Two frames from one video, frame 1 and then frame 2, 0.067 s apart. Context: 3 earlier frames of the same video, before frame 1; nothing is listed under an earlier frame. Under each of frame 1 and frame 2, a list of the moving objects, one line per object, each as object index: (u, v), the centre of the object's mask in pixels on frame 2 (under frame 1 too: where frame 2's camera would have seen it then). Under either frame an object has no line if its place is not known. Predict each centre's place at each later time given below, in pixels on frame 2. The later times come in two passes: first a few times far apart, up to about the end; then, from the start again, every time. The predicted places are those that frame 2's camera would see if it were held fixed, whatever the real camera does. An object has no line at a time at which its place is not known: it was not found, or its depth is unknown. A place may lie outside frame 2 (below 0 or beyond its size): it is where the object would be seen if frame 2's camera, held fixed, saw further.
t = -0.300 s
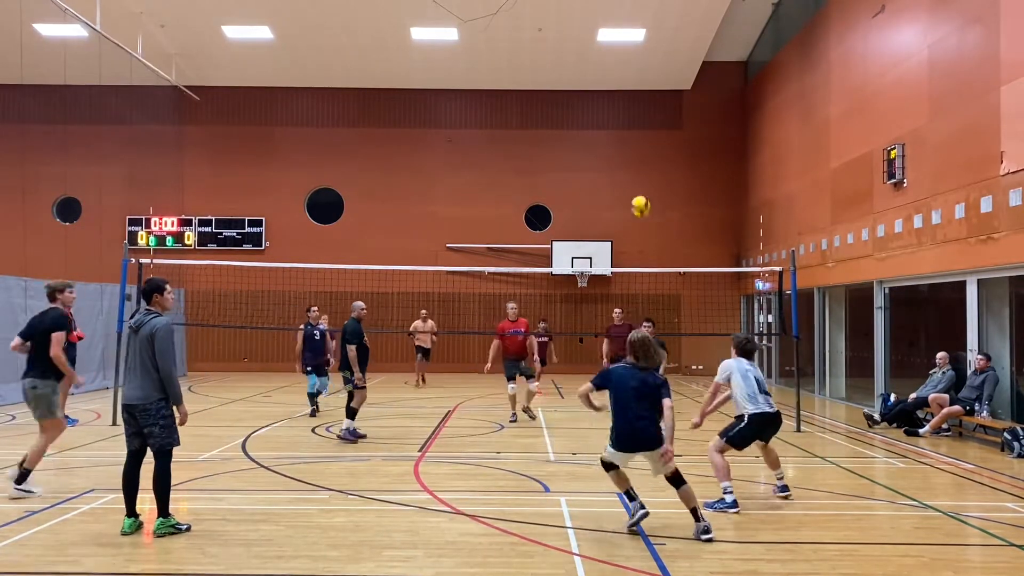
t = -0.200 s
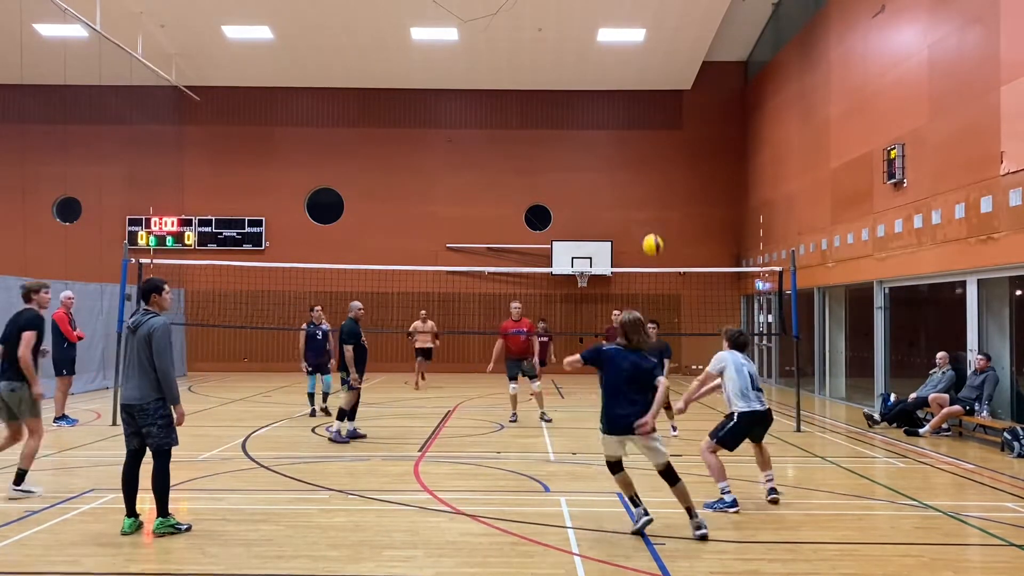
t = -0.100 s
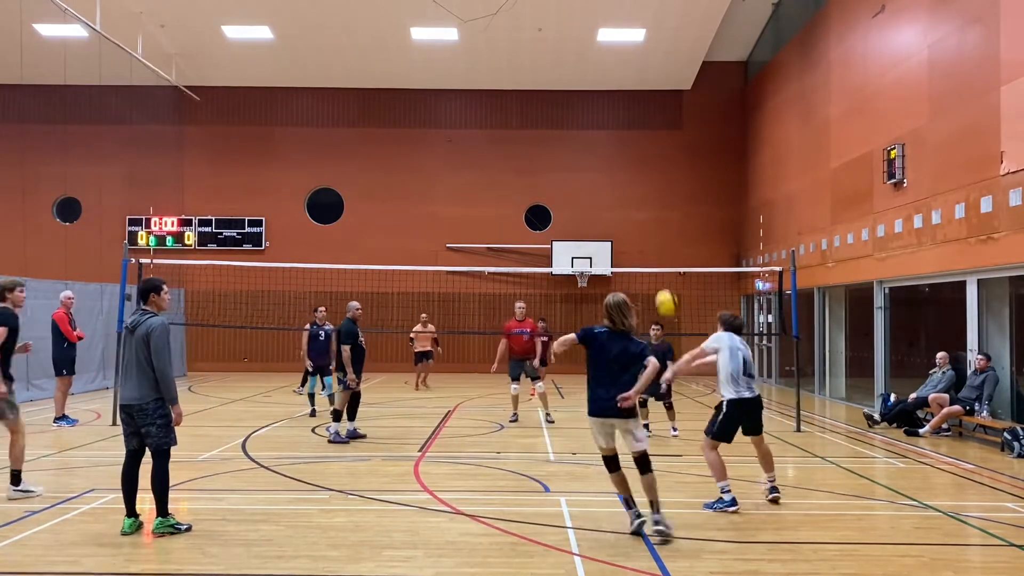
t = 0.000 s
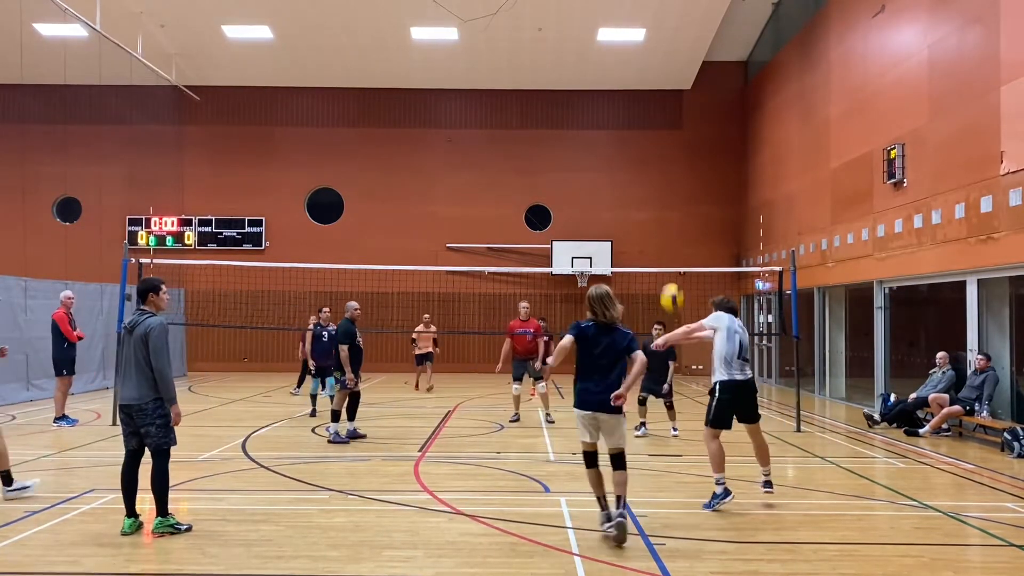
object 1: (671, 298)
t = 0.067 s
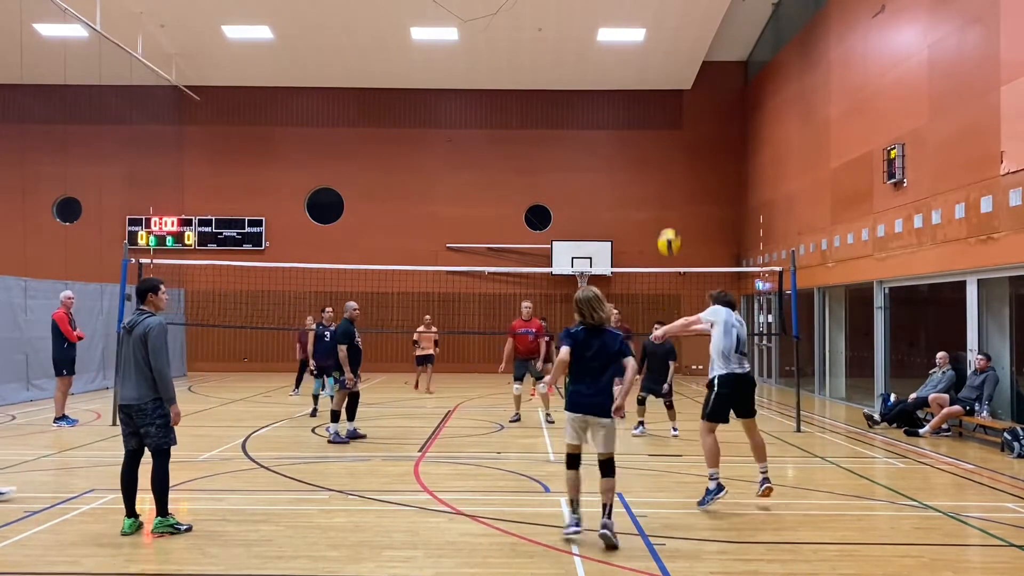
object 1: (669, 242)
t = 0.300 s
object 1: (660, 106)
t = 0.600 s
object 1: (649, 31)
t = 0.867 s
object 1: (640, 36)
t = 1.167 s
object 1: (630, 106)
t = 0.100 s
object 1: (667, 218)
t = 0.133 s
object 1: (666, 194)
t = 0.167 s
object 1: (665, 174)
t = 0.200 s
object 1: (664, 154)
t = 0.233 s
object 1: (663, 137)
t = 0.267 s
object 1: (662, 120)
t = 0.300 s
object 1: (660, 106)
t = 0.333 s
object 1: (659, 92)
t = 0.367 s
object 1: (657, 80)
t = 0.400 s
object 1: (656, 70)
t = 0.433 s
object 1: (655, 61)
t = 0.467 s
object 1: (653, 52)
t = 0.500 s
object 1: (652, 46)
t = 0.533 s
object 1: (651, 40)
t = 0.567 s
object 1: (650, 35)
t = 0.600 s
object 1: (649, 31)
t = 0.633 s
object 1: (648, 29)
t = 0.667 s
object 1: (646, 27)
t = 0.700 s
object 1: (645, 27)
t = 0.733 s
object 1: (644, 27)
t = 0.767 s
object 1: (642, 28)
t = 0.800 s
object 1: (642, 30)
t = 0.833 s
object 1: (641, 32)
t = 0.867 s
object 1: (640, 36)
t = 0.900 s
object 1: (638, 41)
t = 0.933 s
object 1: (637, 48)
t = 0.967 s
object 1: (636, 53)
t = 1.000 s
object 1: (634, 59)
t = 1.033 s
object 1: (633, 67)
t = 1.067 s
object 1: (632, 75)
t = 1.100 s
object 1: (632, 86)
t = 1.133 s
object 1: (631, 95)
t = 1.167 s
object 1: (630, 106)
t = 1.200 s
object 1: (629, 117)
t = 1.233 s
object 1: (628, 129)
